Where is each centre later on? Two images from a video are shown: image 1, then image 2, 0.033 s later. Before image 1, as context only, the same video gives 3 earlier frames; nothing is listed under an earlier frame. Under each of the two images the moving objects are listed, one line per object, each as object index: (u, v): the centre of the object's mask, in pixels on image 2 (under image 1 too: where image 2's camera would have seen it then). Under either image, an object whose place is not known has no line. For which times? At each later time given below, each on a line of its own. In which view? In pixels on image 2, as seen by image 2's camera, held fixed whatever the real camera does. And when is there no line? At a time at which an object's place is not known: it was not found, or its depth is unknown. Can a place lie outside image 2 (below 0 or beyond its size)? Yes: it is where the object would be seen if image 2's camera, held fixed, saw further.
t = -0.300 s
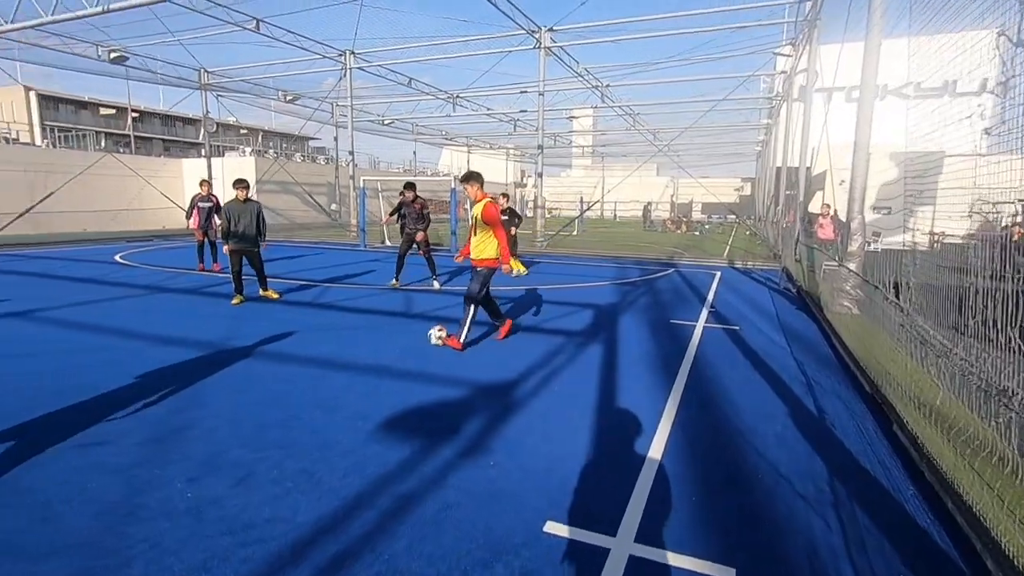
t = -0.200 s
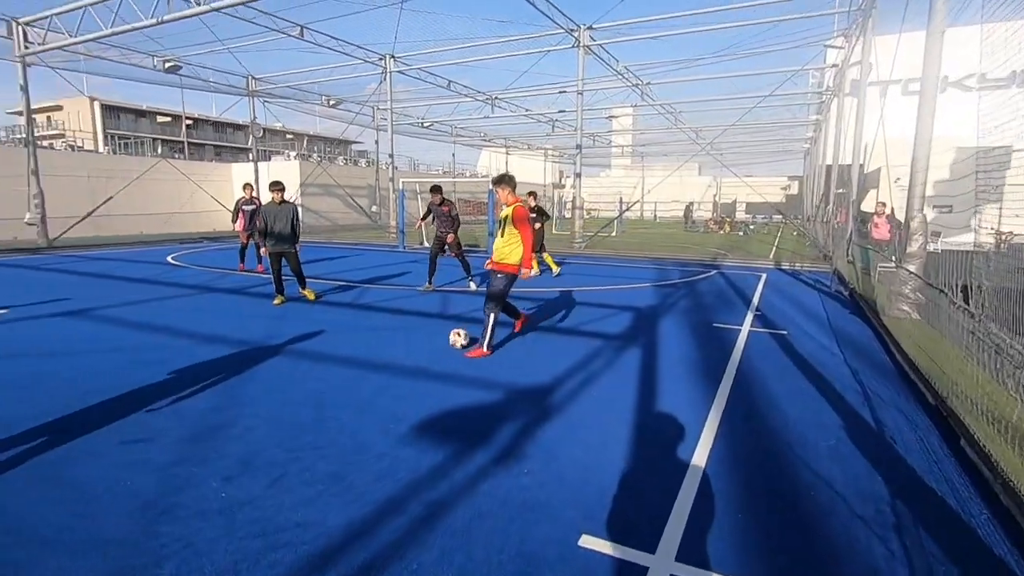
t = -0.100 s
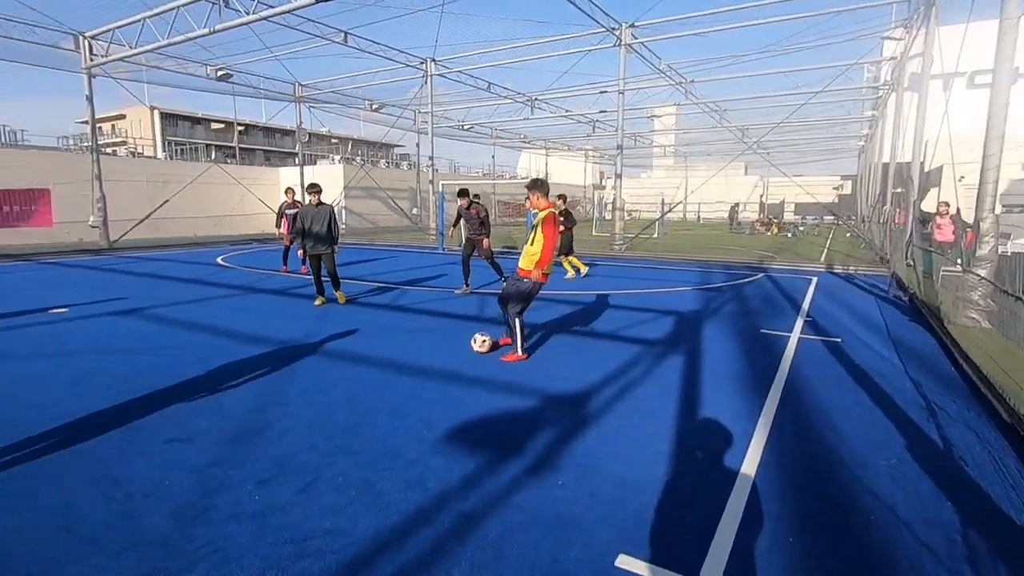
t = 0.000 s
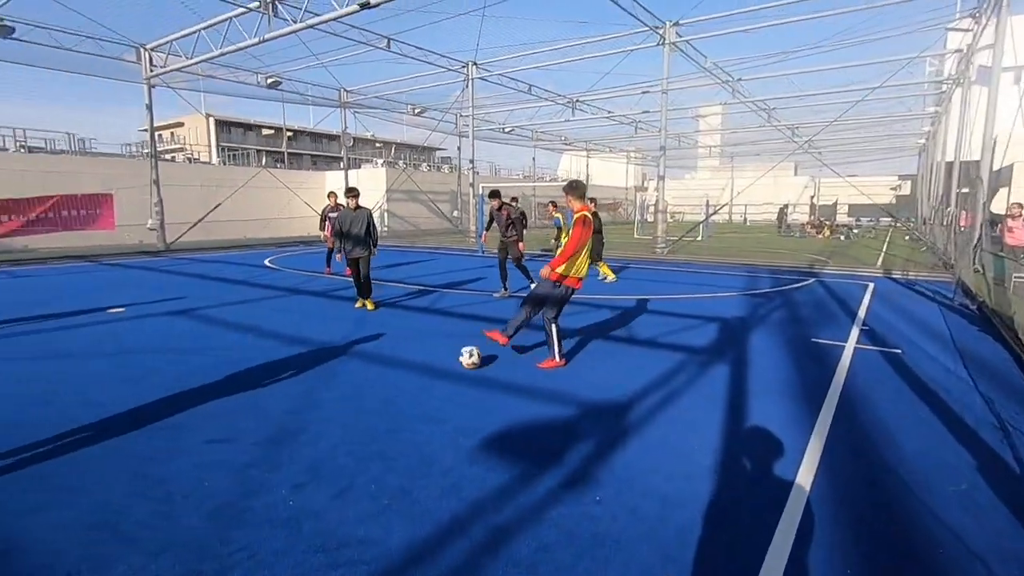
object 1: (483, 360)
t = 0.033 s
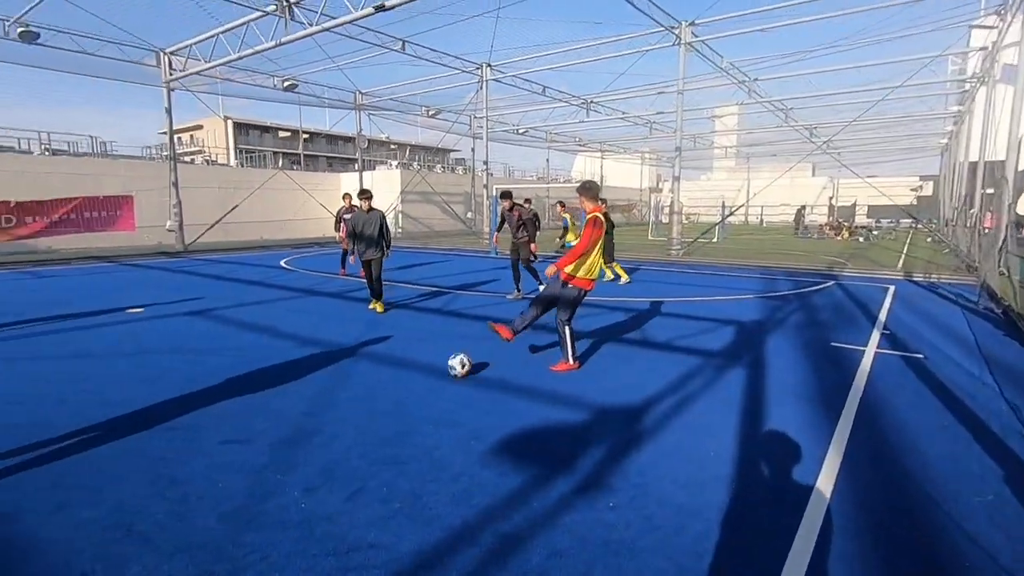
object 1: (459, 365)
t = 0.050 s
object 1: (448, 366)
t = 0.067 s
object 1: (436, 368)
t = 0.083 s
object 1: (424, 370)
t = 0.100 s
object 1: (411, 373)
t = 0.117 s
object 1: (399, 376)
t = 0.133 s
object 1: (385, 379)
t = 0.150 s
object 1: (373, 381)
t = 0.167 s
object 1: (360, 384)
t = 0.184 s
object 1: (347, 387)
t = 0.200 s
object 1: (333, 390)
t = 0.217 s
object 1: (319, 392)
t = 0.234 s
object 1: (306, 395)
